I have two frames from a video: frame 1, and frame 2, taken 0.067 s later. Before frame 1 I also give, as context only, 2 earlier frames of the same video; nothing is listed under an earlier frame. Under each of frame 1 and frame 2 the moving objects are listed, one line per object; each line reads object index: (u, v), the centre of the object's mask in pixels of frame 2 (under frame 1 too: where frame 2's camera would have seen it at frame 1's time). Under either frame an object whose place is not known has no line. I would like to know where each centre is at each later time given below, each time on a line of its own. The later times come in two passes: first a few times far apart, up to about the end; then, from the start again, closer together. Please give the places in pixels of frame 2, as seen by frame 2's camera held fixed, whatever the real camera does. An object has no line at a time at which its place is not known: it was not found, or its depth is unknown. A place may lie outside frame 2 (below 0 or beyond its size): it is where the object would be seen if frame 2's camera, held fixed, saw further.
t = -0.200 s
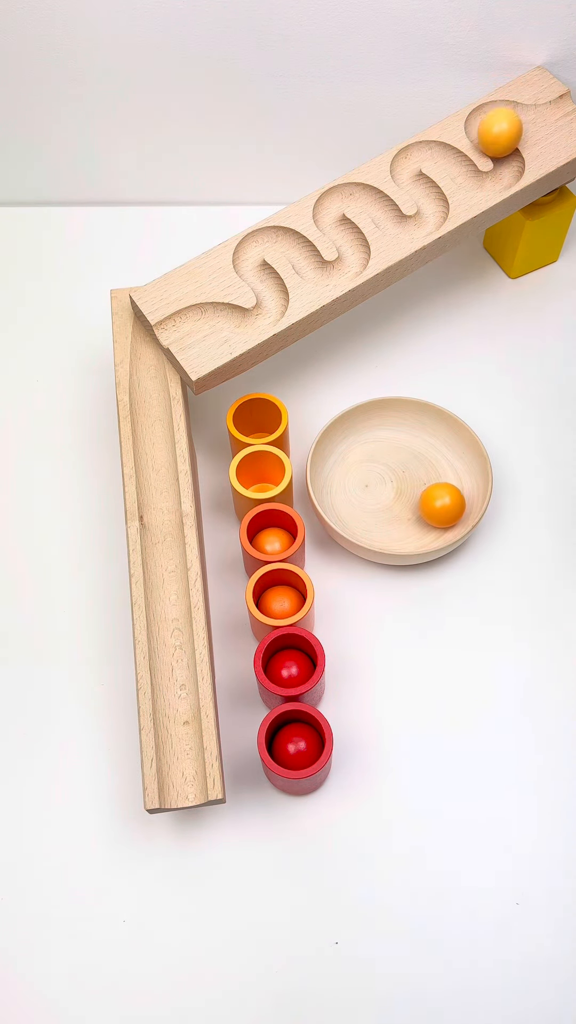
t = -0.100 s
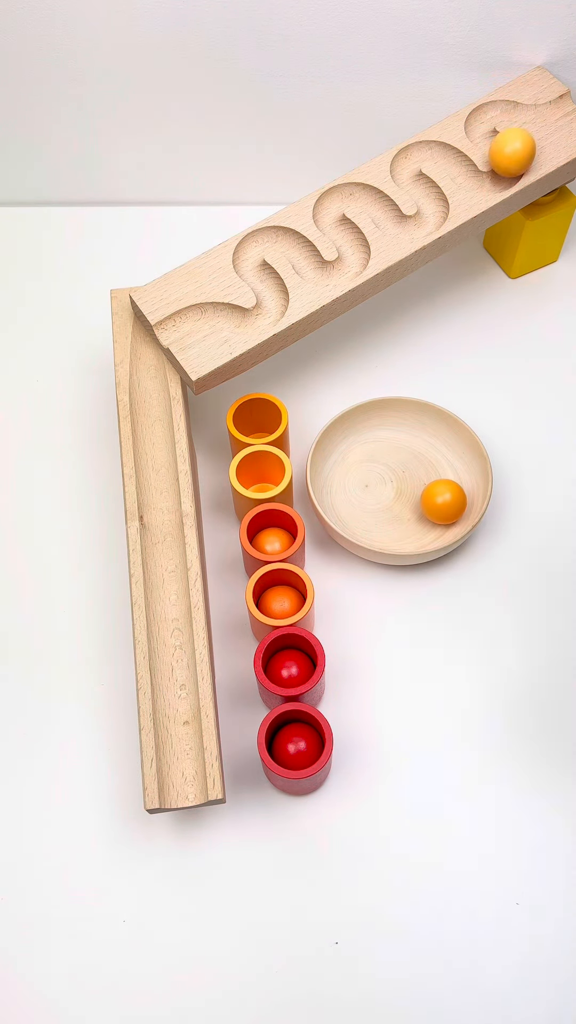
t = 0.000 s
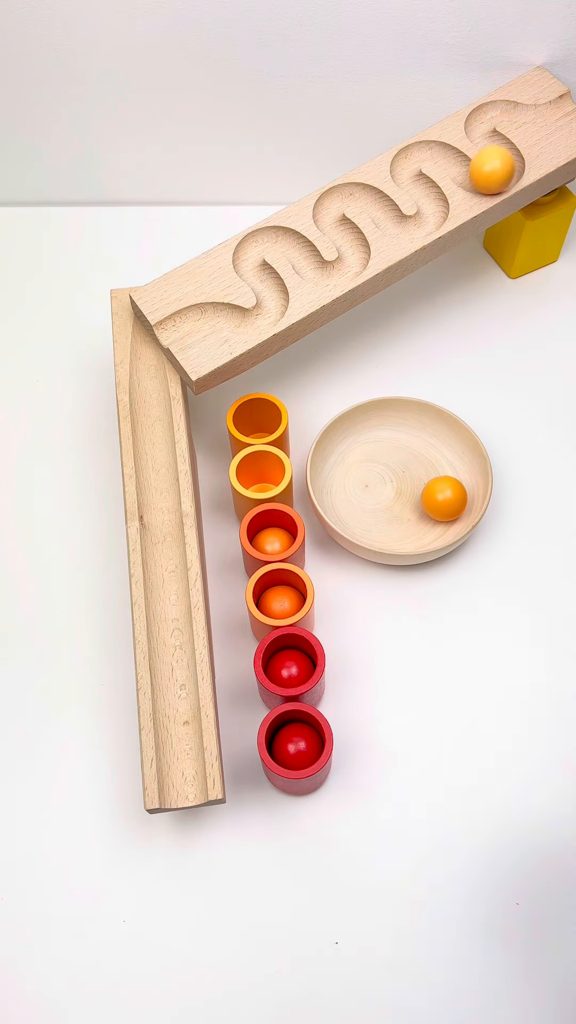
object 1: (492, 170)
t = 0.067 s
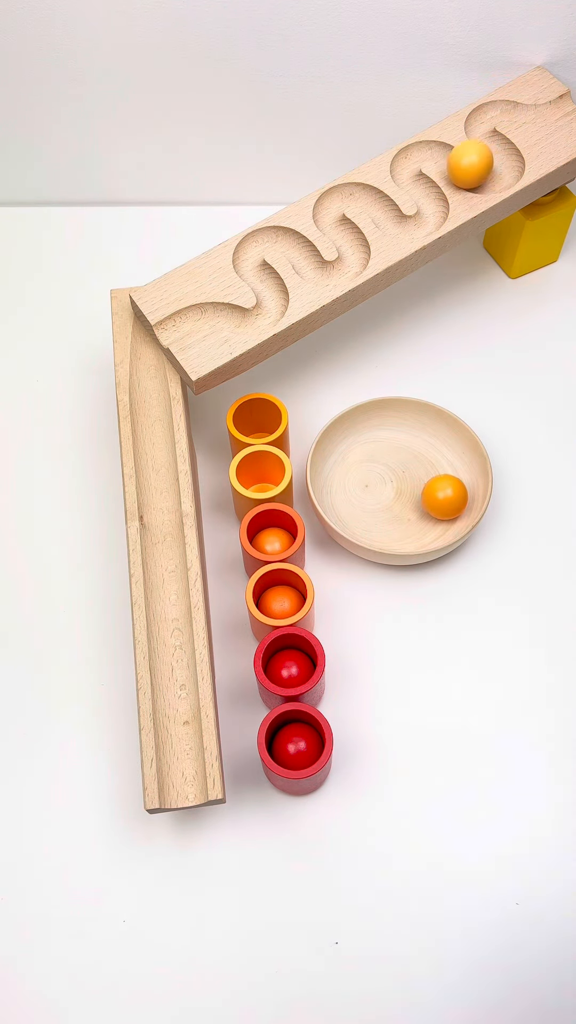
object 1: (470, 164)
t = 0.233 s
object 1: (431, 137)
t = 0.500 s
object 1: (432, 186)
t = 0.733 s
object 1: (386, 201)
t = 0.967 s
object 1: (332, 188)
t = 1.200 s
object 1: (355, 241)
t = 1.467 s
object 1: (295, 236)
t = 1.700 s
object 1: (246, 247)
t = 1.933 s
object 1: (263, 304)
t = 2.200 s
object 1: (172, 315)
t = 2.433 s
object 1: (147, 381)
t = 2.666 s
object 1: (153, 451)
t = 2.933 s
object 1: (163, 568)
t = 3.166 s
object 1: (175, 717)
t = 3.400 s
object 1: (203, 862)
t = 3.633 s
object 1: (202, 873)
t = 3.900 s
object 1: (202, 873)
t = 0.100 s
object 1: (464, 157)
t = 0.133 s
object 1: (457, 150)
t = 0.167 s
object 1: (449, 144)
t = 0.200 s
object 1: (441, 140)
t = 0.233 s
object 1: (431, 137)
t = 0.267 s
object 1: (420, 139)
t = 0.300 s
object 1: (412, 144)
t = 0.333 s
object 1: (407, 151)
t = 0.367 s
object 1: (407, 160)
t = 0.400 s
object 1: (413, 167)
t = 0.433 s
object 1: (421, 173)
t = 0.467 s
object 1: (427, 179)
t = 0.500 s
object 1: (432, 186)
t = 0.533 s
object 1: (435, 195)
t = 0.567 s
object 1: (432, 204)
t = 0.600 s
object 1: (424, 211)
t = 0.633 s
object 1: (412, 214)
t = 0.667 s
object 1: (399, 214)
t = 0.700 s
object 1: (390, 208)
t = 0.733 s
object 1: (386, 201)
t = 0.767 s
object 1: (380, 194)
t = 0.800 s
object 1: (374, 189)
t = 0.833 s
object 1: (368, 184)
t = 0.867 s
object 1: (359, 181)
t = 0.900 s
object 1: (350, 180)
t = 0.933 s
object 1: (341, 183)
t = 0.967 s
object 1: (332, 188)
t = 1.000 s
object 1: (328, 195)
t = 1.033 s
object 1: (328, 203)
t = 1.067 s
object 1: (333, 211)
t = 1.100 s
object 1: (340, 218)
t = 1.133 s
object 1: (346, 224)
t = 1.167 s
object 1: (352, 232)
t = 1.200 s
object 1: (355, 241)
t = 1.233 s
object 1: (352, 250)
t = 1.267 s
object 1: (344, 257)
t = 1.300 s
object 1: (333, 261)
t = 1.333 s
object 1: (321, 261)
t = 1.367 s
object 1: (311, 256)
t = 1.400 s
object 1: (305, 249)
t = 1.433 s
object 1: (301, 242)
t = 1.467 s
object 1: (295, 236)
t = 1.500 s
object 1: (289, 230)
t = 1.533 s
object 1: (282, 226)
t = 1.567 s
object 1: (272, 225)
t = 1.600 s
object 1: (263, 226)
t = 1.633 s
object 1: (254, 231)
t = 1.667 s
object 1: (248, 238)
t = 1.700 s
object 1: (246, 247)
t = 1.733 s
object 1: (250, 255)
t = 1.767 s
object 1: (257, 261)
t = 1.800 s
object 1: (263, 269)
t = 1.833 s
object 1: (268, 277)
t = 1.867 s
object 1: (271, 285)
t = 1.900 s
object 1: (270, 295)
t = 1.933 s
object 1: (263, 304)
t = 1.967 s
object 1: (252, 309)
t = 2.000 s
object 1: (239, 310)
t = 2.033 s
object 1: (228, 306)
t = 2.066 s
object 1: (217, 304)
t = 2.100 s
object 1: (206, 303)
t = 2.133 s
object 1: (194, 305)
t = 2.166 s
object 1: (182, 309)
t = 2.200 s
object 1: (172, 315)
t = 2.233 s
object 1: (161, 322)
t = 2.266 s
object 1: (149, 331)
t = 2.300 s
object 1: (140, 349)
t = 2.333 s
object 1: (144, 351)
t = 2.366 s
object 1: (147, 364)
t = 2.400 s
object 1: (145, 372)
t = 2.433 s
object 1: (147, 381)
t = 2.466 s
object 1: (147, 390)
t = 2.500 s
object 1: (148, 399)
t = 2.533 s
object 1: (149, 408)
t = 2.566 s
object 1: (150, 417)
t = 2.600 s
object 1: (151, 427)
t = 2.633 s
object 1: (152, 438)
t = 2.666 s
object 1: (153, 451)
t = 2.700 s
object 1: (154, 462)
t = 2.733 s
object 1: (155, 476)
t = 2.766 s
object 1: (157, 489)
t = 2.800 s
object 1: (158, 503)
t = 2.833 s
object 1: (159, 518)
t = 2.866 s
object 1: (161, 535)
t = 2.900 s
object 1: (162, 551)
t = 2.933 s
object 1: (163, 568)
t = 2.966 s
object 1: (164, 586)
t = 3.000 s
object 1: (166, 606)
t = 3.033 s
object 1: (168, 625)
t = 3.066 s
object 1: (170, 647)
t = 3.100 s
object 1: (171, 669)
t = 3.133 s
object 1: (173, 693)
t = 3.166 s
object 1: (175, 717)
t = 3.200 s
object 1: (178, 743)
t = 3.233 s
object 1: (179, 769)
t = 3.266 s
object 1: (181, 795)
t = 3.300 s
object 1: (183, 817)
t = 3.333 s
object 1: (187, 841)
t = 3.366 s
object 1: (197, 856)
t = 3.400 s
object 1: (203, 862)
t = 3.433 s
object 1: (203, 866)
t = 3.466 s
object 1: (206, 868)
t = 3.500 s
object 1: (205, 871)
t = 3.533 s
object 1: (203, 874)
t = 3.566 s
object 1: (202, 874)
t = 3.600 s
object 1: (202, 873)
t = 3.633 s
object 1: (202, 873)
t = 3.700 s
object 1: (202, 873)
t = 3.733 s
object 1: (202, 873)
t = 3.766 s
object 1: (202, 873)
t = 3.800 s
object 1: (202, 873)
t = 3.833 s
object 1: (202, 873)
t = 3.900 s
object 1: (202, 873)
